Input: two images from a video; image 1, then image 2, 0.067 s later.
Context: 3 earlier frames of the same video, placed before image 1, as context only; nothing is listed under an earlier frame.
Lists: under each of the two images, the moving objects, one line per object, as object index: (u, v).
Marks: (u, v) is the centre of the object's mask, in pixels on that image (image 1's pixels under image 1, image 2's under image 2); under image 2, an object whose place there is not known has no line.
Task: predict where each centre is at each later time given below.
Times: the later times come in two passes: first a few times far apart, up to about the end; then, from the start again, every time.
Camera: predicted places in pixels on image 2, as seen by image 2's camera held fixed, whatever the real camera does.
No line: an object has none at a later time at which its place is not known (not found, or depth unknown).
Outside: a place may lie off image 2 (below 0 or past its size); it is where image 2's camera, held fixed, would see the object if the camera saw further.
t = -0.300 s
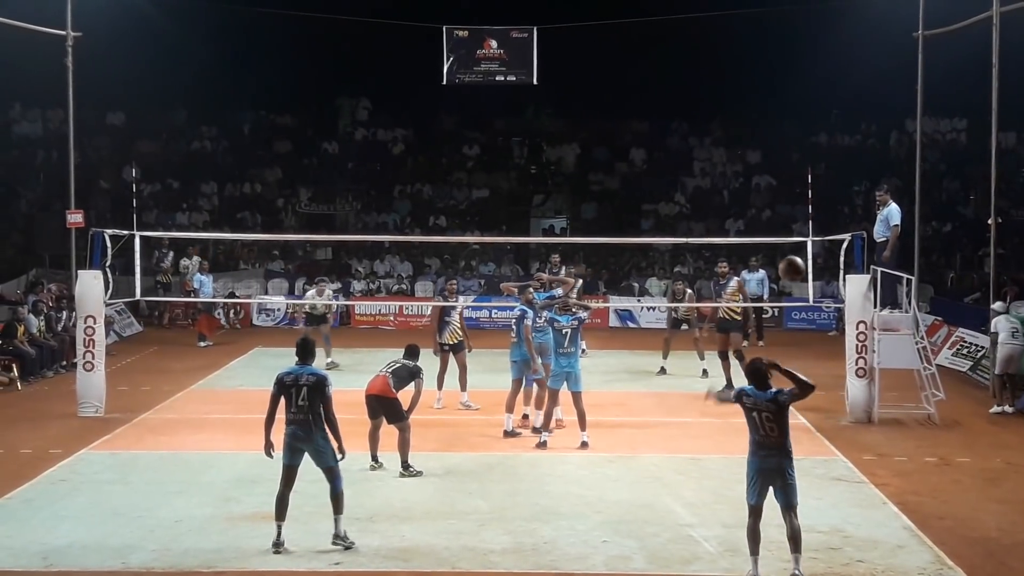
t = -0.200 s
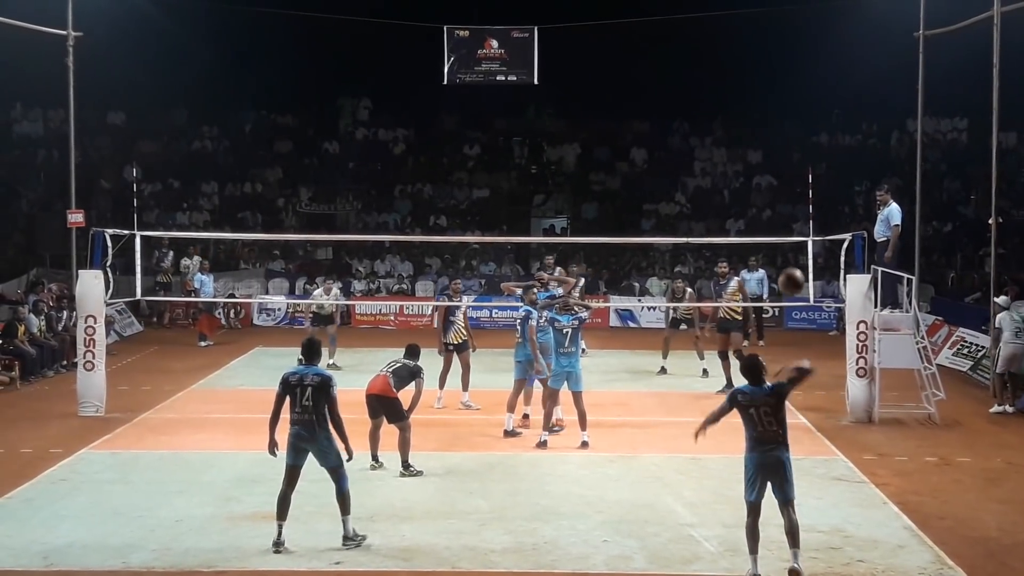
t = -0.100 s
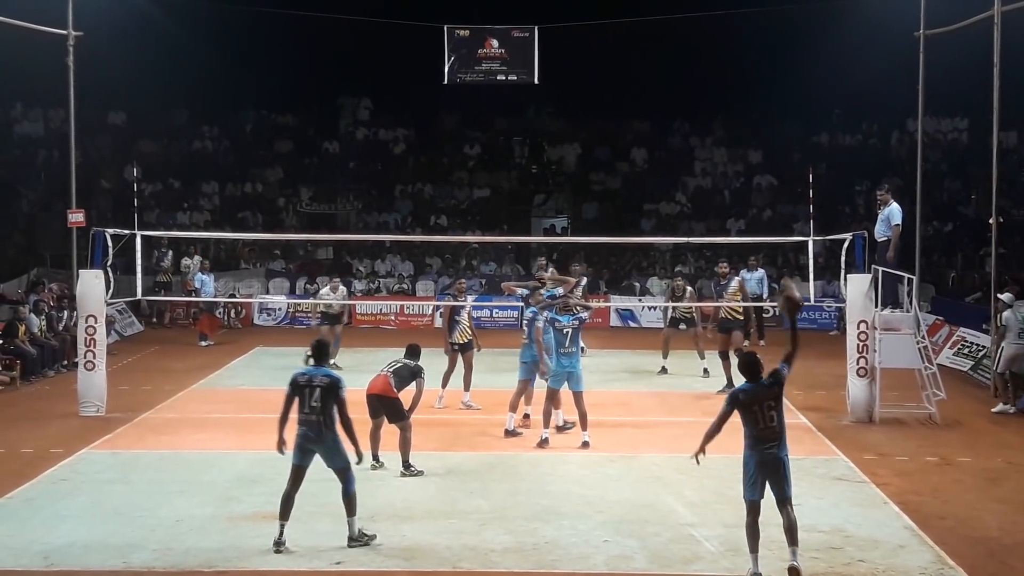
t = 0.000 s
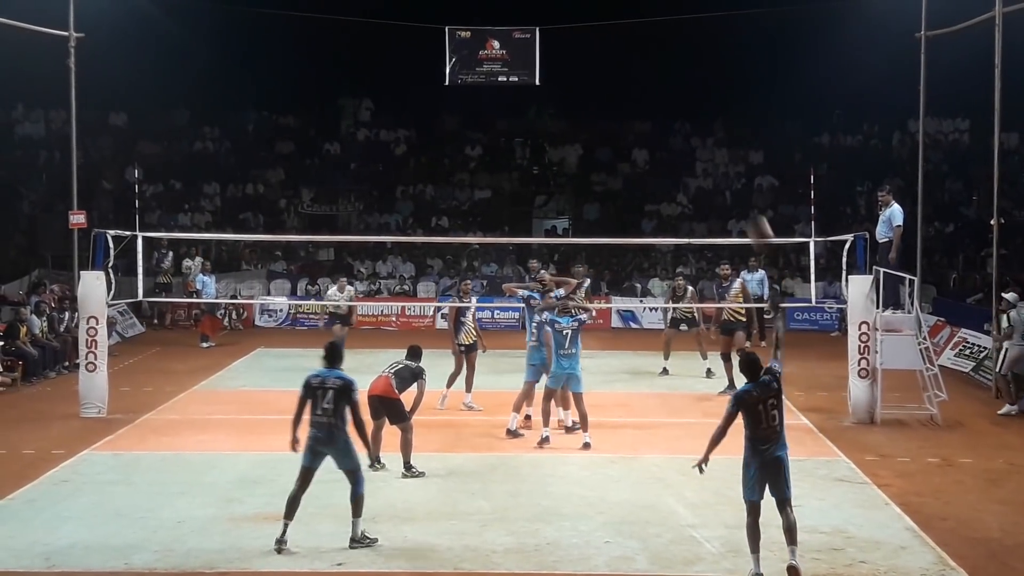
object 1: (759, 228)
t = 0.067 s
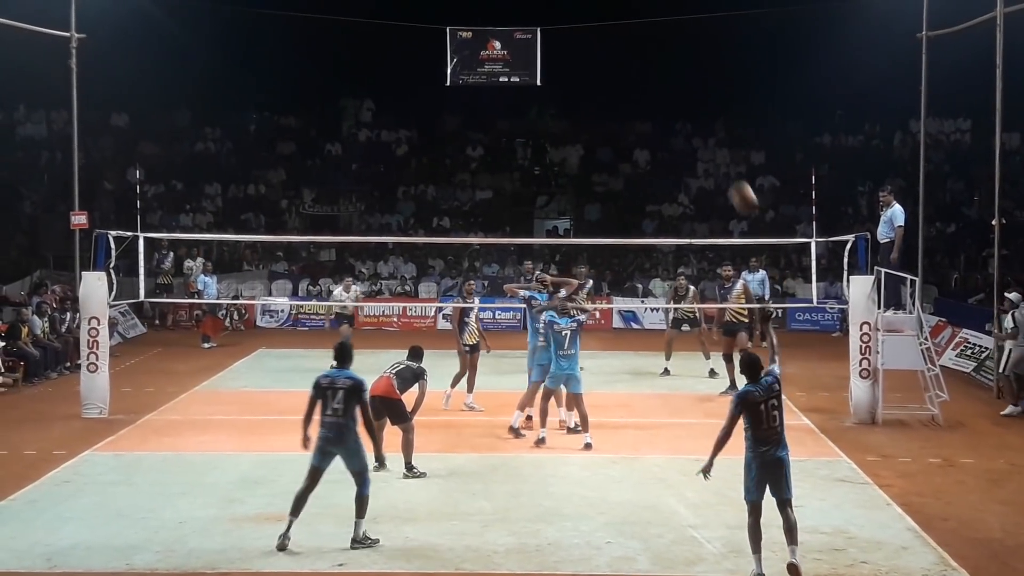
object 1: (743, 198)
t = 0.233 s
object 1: (703, 141)
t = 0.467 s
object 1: (658, 123)
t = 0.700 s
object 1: (622, 155)
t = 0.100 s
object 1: (735, 183)
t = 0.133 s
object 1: (726, 169)
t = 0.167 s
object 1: (718, 159)
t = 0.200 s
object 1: (711, 149)
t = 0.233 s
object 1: (703, 141)
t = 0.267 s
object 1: (696, 134)
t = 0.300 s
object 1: (689, 129)
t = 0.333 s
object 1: (683, 126)
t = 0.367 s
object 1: (676, 124)
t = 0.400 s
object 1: (670, 122)
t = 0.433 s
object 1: (664, 122)
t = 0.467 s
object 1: (658, 123)
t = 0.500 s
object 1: (652, 125)
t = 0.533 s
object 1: (647, 128)
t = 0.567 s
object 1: (641, 132)
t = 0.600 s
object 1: (636, 136)
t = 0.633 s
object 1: (631, 142)
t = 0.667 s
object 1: (627, 148)
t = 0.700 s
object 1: (622, 155)
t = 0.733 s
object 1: (618, 162)
